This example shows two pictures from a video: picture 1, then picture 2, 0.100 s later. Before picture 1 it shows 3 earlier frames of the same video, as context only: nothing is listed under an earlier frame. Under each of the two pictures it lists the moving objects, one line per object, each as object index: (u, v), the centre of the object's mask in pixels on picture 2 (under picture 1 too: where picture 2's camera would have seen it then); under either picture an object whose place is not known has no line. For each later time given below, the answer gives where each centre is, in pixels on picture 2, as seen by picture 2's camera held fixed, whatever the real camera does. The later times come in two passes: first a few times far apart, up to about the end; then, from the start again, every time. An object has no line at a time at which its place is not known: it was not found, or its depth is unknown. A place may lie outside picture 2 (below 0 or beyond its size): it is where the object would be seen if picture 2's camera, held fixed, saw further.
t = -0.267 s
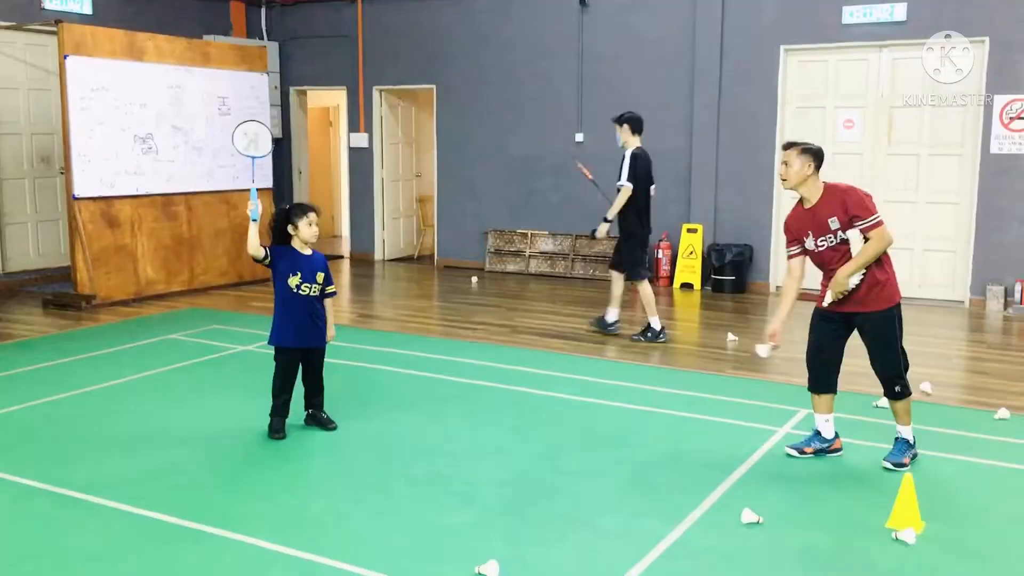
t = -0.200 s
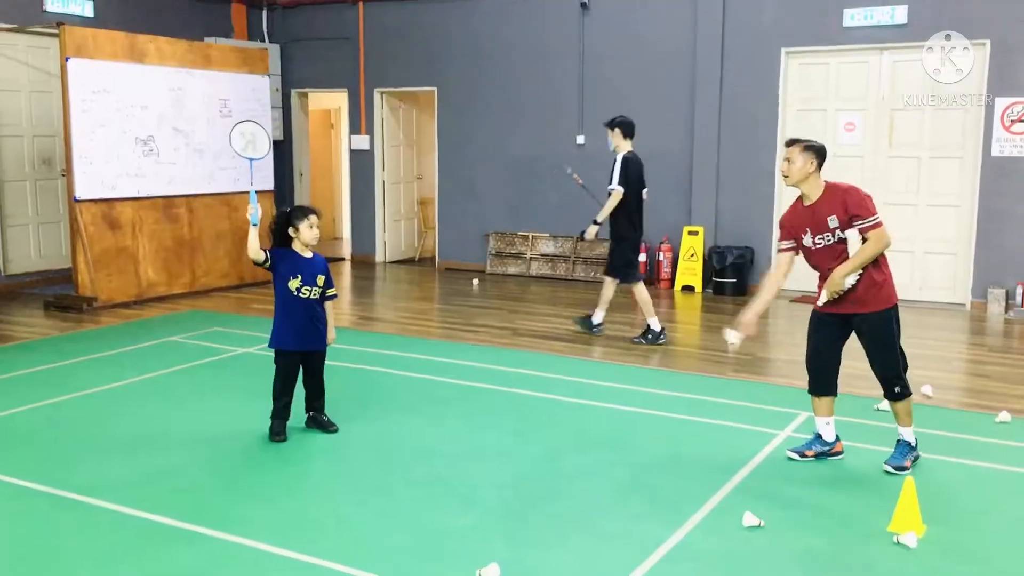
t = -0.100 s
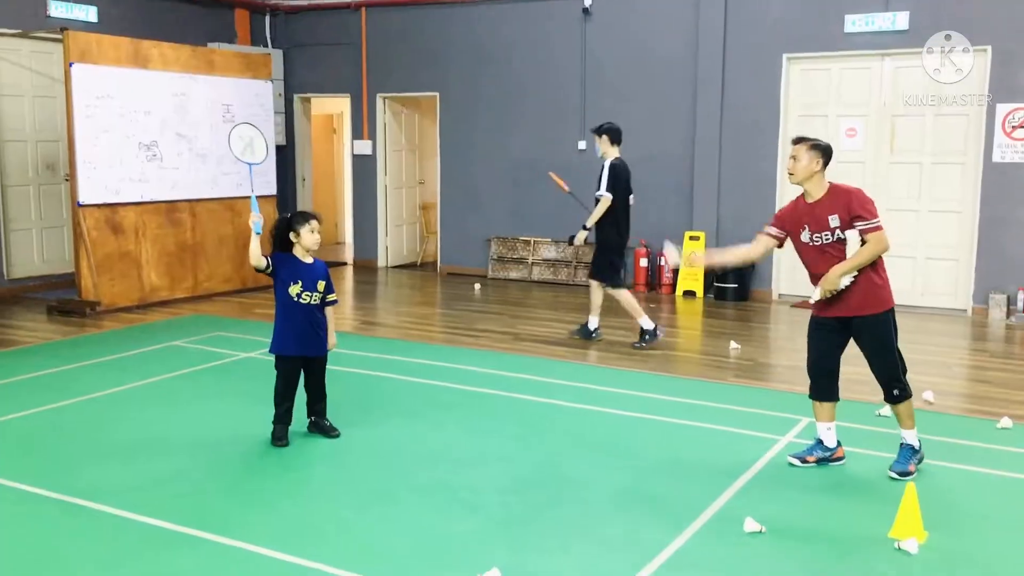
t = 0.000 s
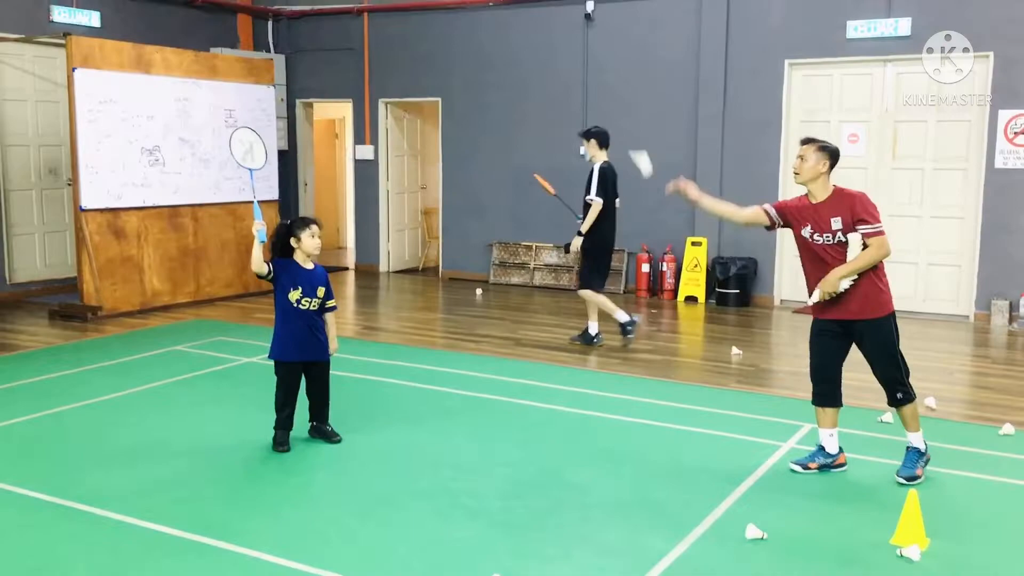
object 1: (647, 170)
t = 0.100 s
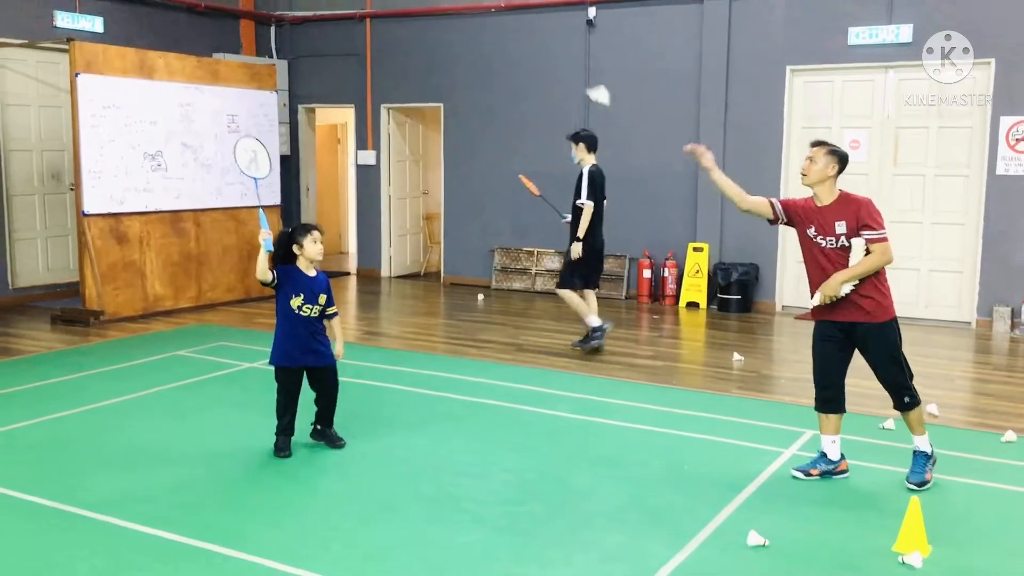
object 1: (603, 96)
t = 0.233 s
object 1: (542, 46)
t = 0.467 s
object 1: (448, 38)
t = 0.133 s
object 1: (589, 80)
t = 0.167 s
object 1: (573, 66)
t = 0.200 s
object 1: (558, 55)
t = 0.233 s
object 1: (542, 46)
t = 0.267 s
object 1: (527, 38)
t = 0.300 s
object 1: (513, 33)
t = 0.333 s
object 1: (499, 30)
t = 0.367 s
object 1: (484, 28)
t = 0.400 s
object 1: (472, 29)
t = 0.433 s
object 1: (460, 33)
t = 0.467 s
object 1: (448, 38)
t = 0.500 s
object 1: (436, 44)
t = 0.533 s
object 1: (423, 52)
